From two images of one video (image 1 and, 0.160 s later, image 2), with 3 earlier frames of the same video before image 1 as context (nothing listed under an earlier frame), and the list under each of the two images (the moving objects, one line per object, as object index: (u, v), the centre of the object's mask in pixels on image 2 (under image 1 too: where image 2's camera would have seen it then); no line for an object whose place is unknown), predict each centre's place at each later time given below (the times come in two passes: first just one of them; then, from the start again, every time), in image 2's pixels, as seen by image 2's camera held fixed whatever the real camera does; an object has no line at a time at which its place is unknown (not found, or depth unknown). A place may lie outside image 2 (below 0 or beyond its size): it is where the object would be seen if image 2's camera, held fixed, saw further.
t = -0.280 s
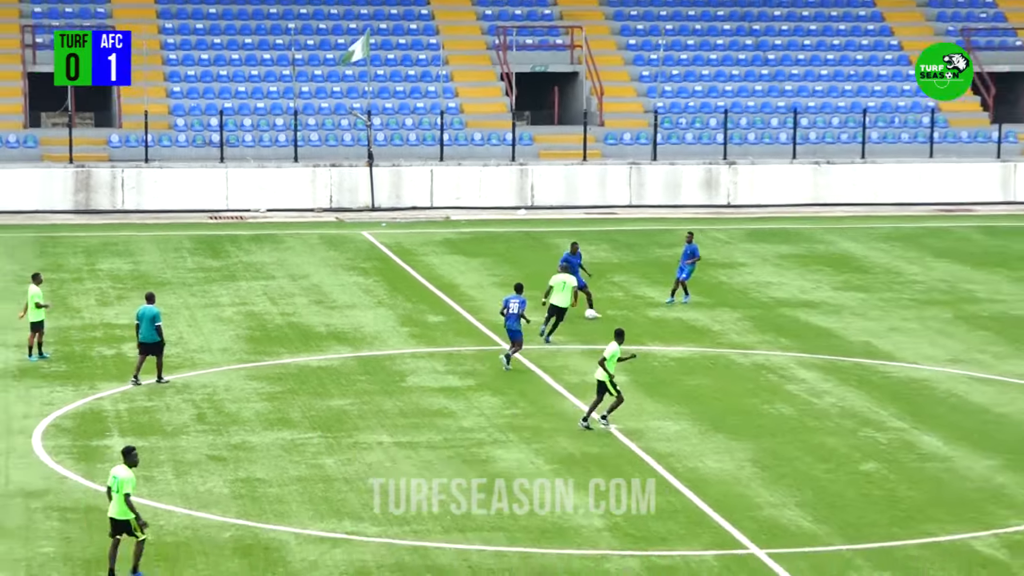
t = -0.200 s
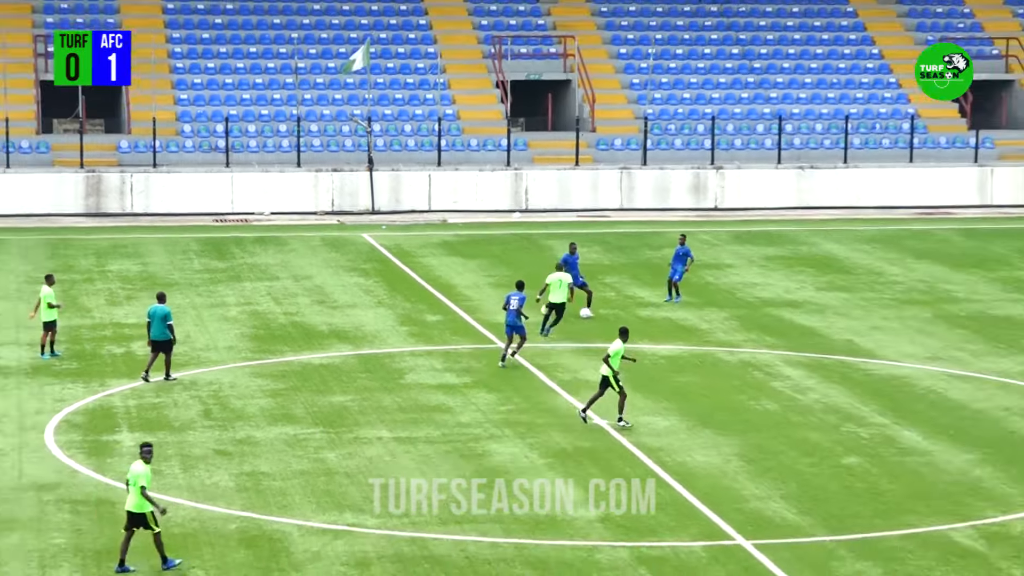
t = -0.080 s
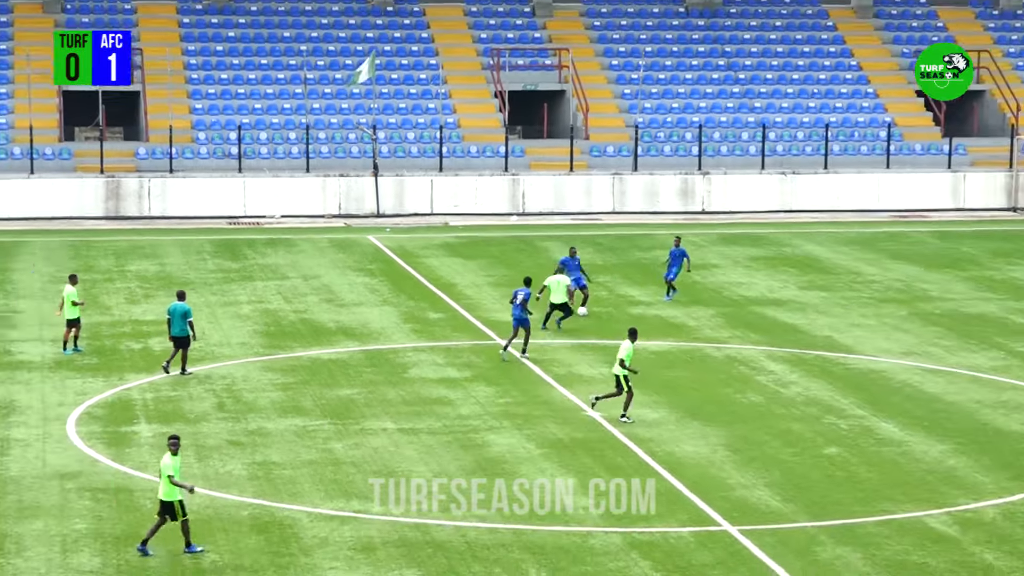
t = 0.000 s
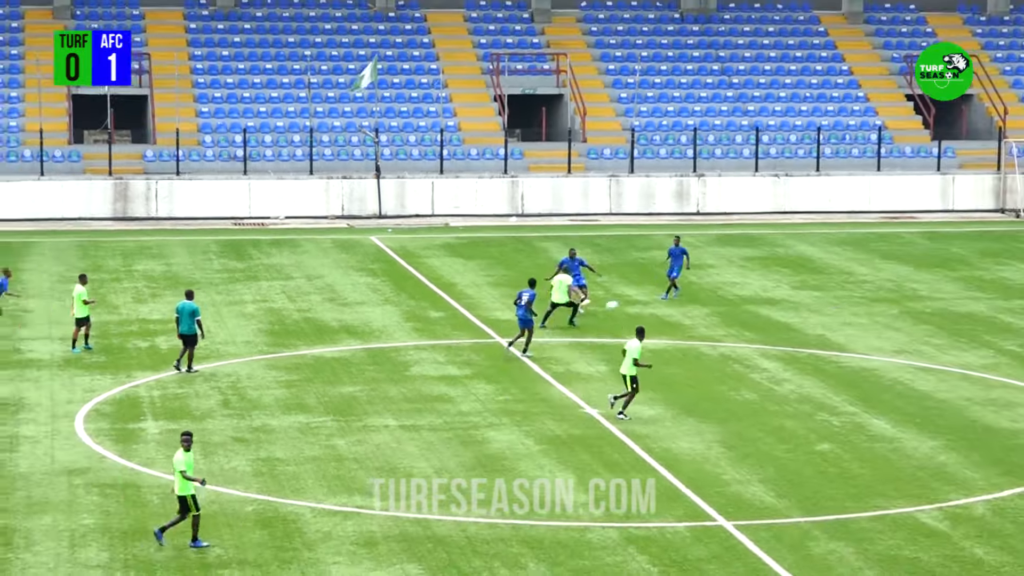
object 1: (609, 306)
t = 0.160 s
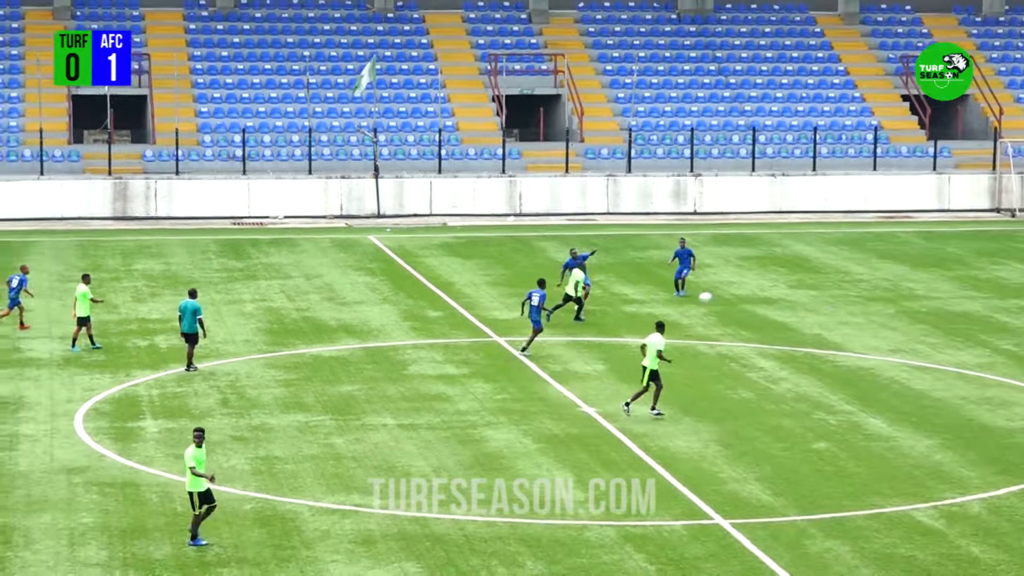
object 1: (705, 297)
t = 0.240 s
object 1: (754, 297)
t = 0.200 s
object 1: (730, 296)
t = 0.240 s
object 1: (754, 297)
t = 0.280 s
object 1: (780, 298)
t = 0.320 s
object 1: (805, 299)
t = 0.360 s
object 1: (831, 302)
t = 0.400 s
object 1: (857, 304)
